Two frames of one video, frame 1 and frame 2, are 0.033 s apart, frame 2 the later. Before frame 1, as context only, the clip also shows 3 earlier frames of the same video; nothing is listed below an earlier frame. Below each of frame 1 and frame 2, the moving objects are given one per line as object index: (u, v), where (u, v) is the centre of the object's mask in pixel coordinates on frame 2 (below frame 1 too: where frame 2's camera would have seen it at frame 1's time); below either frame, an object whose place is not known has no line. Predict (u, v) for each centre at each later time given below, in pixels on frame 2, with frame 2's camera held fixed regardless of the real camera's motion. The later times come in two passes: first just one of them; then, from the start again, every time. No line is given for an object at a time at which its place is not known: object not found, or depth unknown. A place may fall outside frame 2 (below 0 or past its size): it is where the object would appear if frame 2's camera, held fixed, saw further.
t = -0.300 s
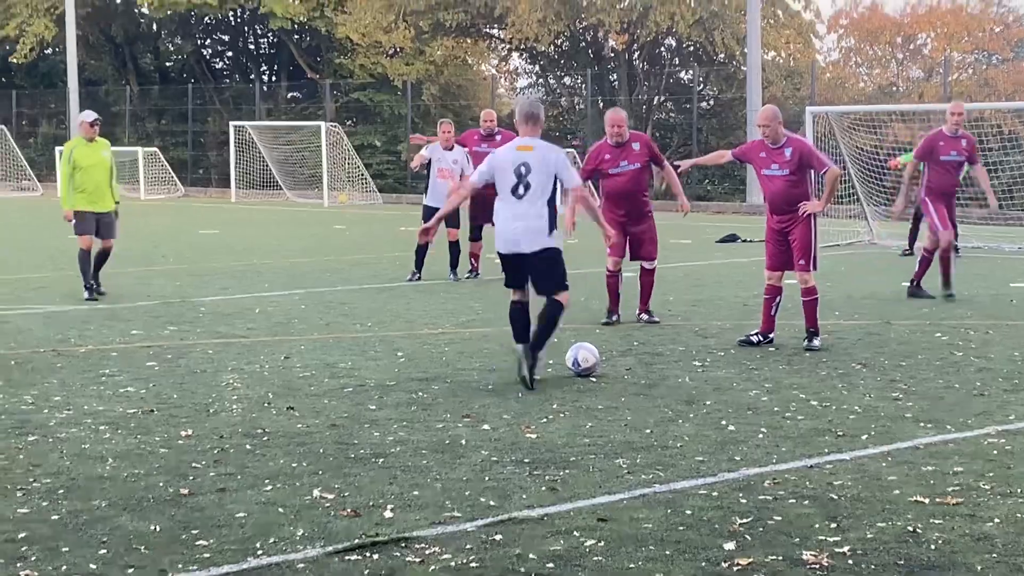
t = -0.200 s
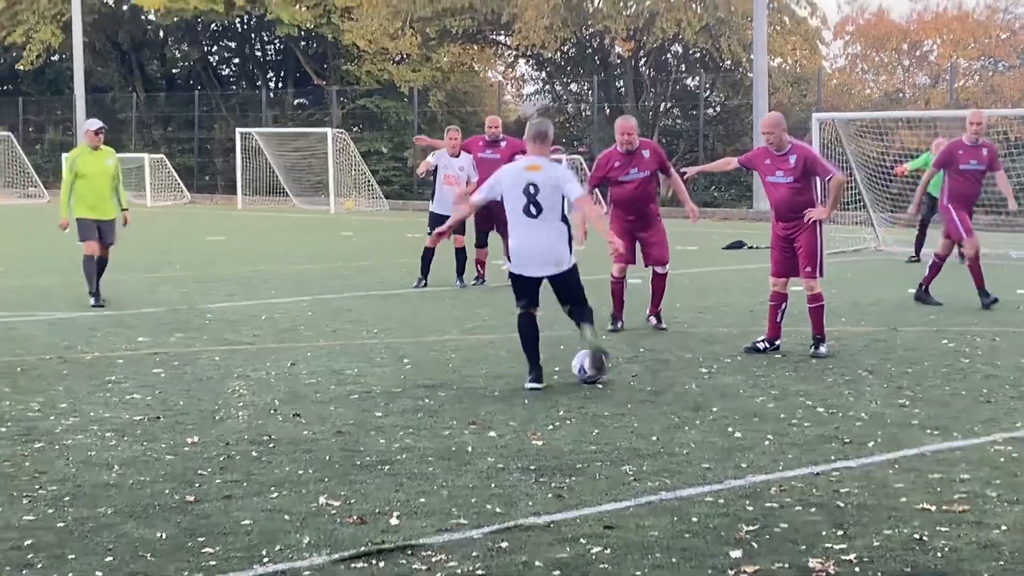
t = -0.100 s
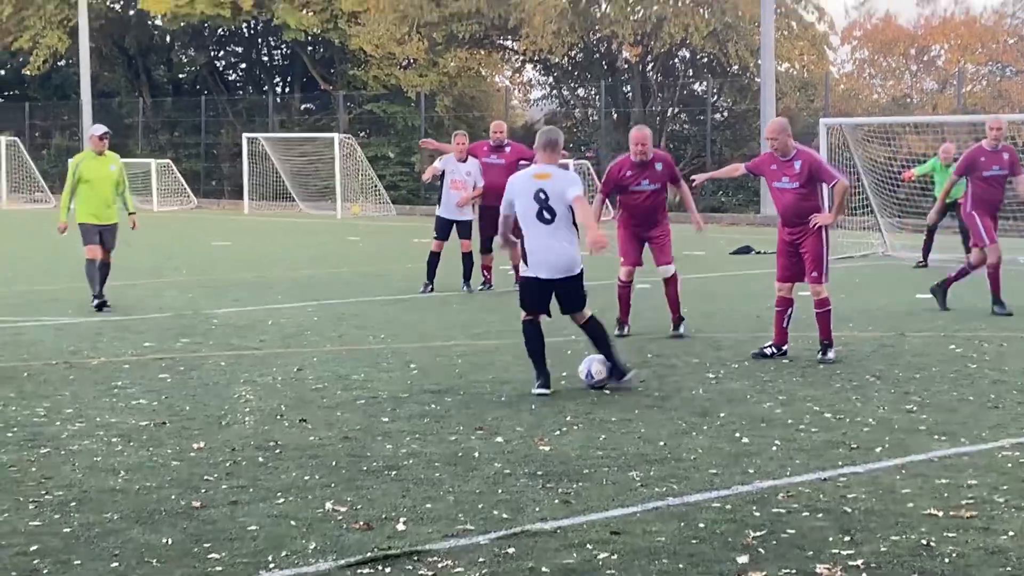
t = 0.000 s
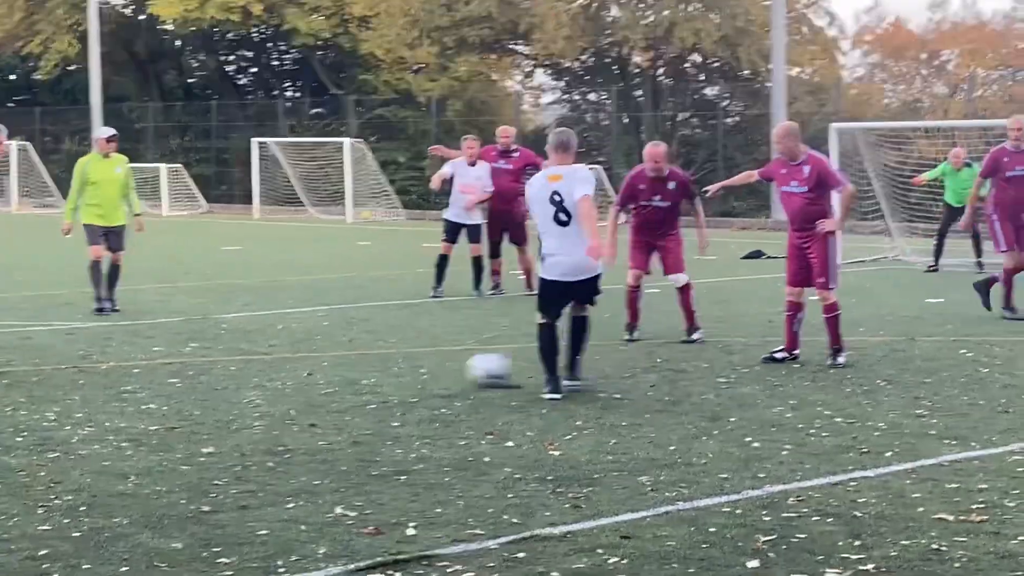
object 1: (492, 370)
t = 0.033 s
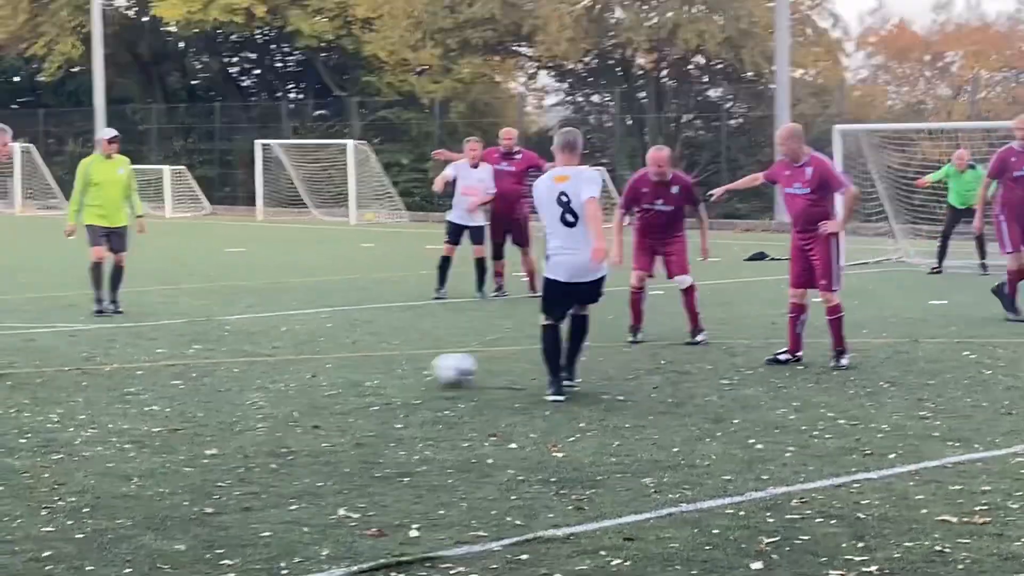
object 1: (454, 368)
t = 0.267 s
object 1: (218, 362)
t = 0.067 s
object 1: (417, 370)
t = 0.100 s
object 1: (380, 368)
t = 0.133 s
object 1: (346, 368)
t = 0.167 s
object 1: (312, 366)
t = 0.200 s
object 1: (280, 366)
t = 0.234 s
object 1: (248, 364)
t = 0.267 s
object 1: (218, 362)
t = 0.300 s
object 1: (190, 360)
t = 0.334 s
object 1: (160, 359)
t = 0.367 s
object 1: (133, 358)
